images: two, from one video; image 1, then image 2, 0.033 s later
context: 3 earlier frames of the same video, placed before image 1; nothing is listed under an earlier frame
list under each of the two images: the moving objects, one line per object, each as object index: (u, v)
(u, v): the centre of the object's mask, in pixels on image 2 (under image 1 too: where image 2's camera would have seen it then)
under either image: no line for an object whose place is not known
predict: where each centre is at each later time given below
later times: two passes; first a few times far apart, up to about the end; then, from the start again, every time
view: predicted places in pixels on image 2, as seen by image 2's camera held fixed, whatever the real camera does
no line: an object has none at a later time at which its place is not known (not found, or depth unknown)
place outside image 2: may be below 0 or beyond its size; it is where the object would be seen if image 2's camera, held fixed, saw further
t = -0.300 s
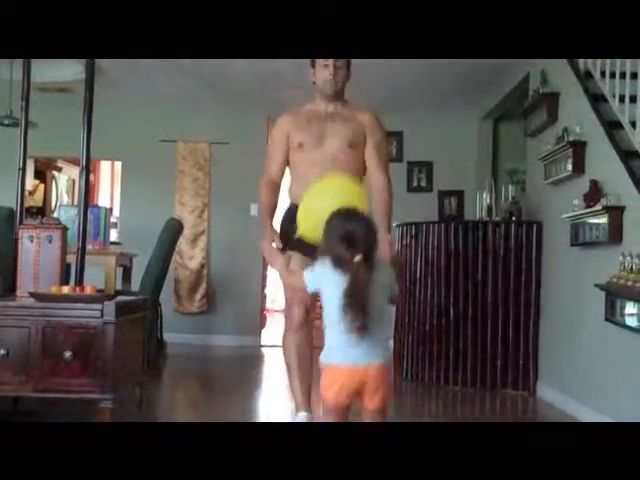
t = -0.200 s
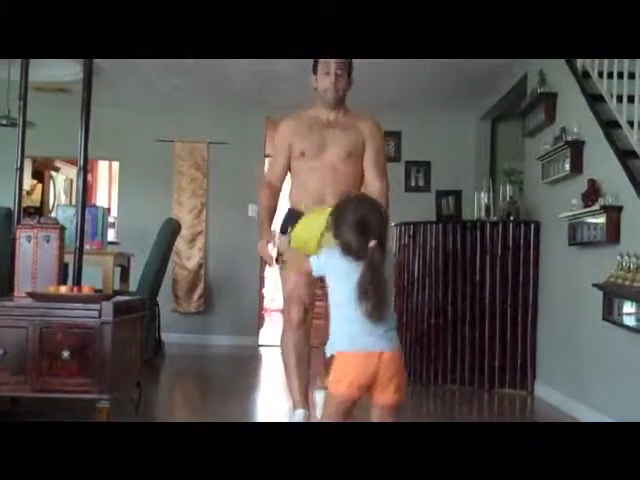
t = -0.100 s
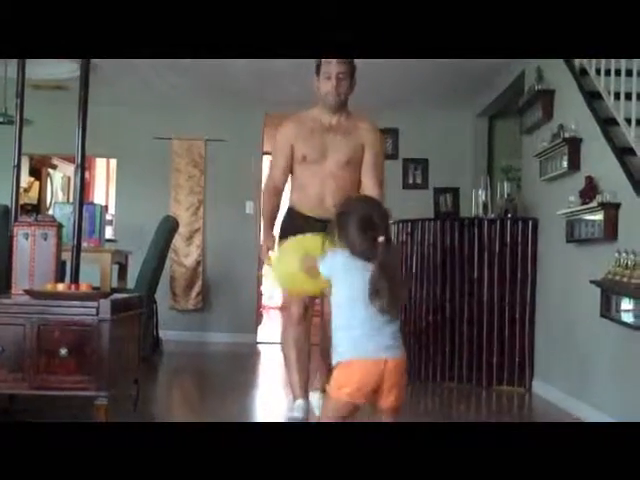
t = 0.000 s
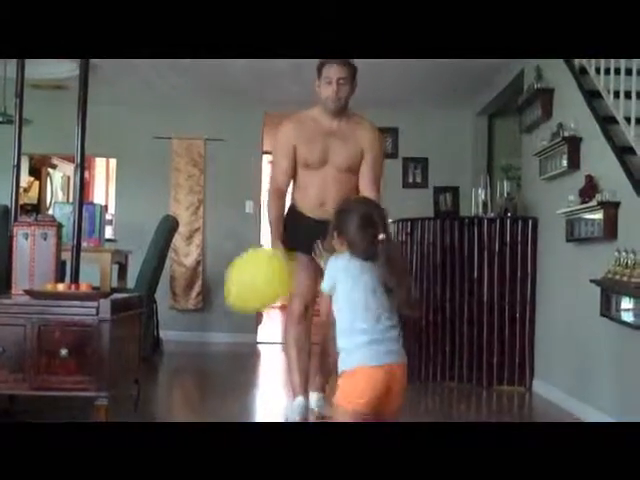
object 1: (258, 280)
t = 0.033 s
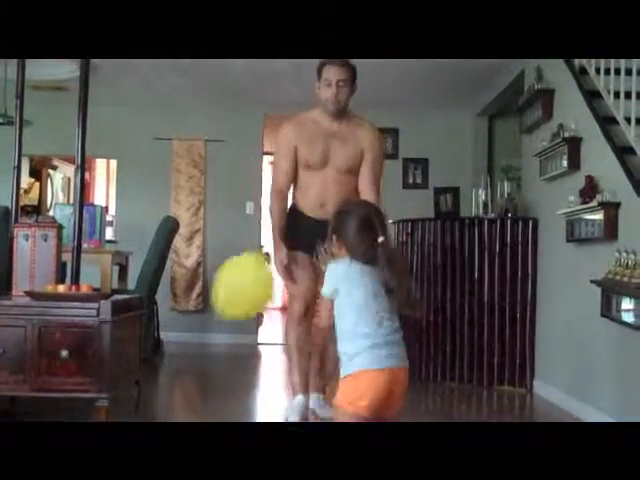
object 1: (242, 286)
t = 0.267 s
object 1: (164, 328)
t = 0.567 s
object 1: (164, 382)
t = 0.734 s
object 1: (191, 410)
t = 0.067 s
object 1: (230, 291)
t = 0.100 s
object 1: (218, 298)
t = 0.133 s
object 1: (206, 304)
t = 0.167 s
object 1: (195, 310)
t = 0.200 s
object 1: (183, 316)
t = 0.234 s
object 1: (174, 321)
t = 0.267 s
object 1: (164, 328)
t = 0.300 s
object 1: (156, 333)
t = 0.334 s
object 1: (148, 340)
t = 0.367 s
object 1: (142, 347)
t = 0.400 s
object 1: (136, 353)
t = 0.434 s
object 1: (138, 359)
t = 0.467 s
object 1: (145, 365)
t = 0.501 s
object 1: (151, 371)
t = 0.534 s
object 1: (158, 377)
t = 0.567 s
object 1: (164, 382)
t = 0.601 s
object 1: (170, 387)
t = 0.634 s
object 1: (175, 393)
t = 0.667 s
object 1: (181, 398)
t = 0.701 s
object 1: (186, 404)
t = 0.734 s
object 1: (191, 410)
